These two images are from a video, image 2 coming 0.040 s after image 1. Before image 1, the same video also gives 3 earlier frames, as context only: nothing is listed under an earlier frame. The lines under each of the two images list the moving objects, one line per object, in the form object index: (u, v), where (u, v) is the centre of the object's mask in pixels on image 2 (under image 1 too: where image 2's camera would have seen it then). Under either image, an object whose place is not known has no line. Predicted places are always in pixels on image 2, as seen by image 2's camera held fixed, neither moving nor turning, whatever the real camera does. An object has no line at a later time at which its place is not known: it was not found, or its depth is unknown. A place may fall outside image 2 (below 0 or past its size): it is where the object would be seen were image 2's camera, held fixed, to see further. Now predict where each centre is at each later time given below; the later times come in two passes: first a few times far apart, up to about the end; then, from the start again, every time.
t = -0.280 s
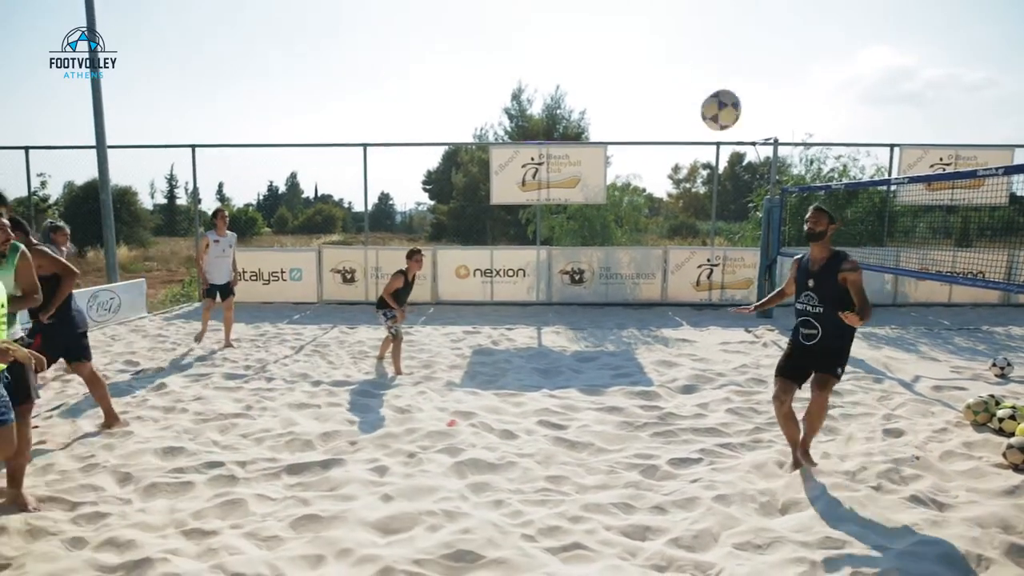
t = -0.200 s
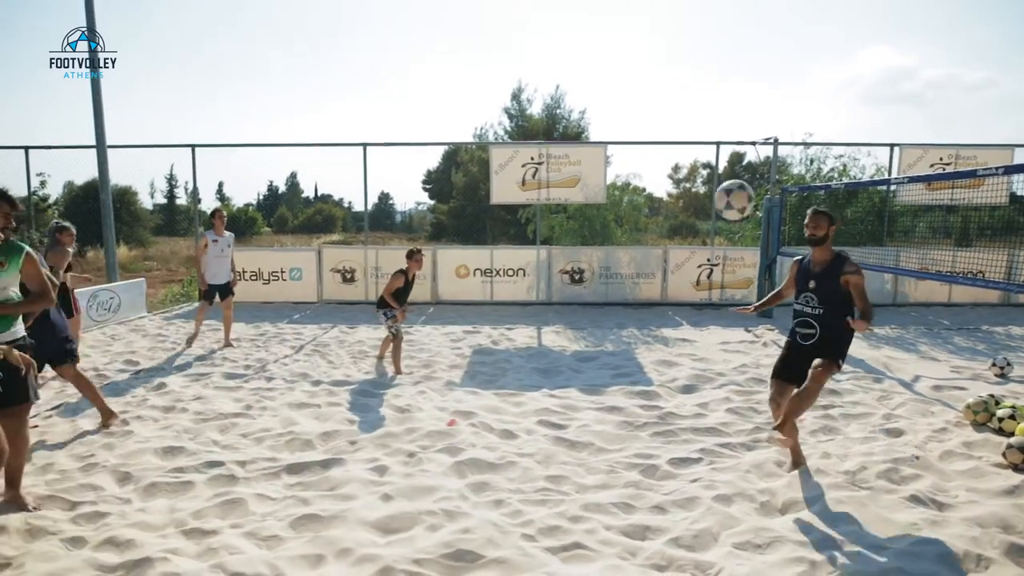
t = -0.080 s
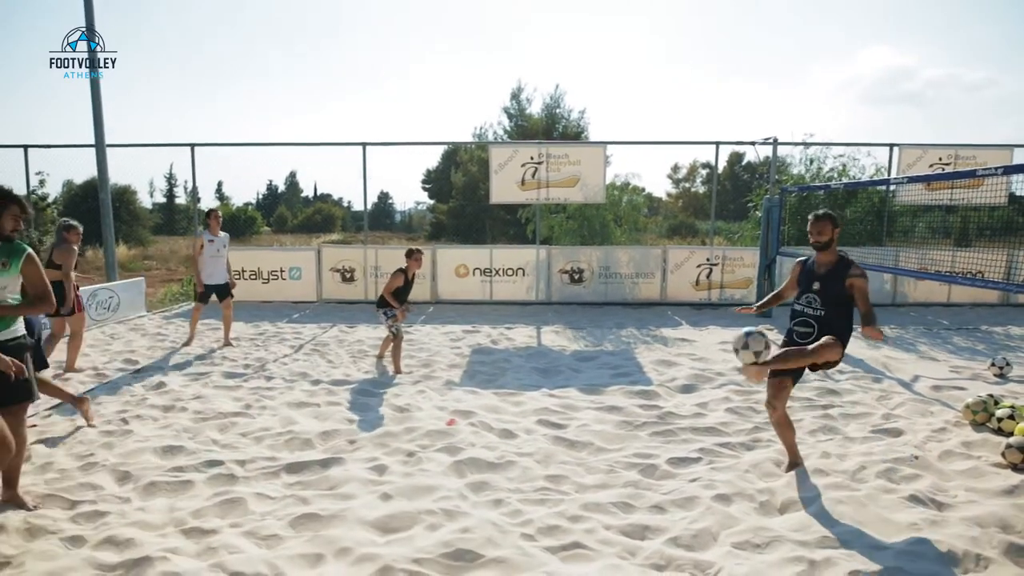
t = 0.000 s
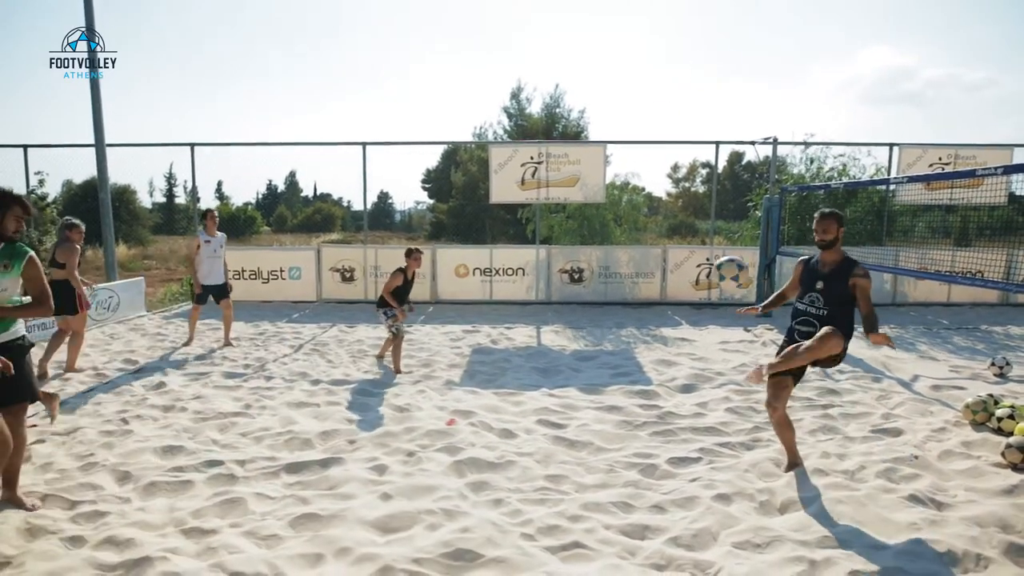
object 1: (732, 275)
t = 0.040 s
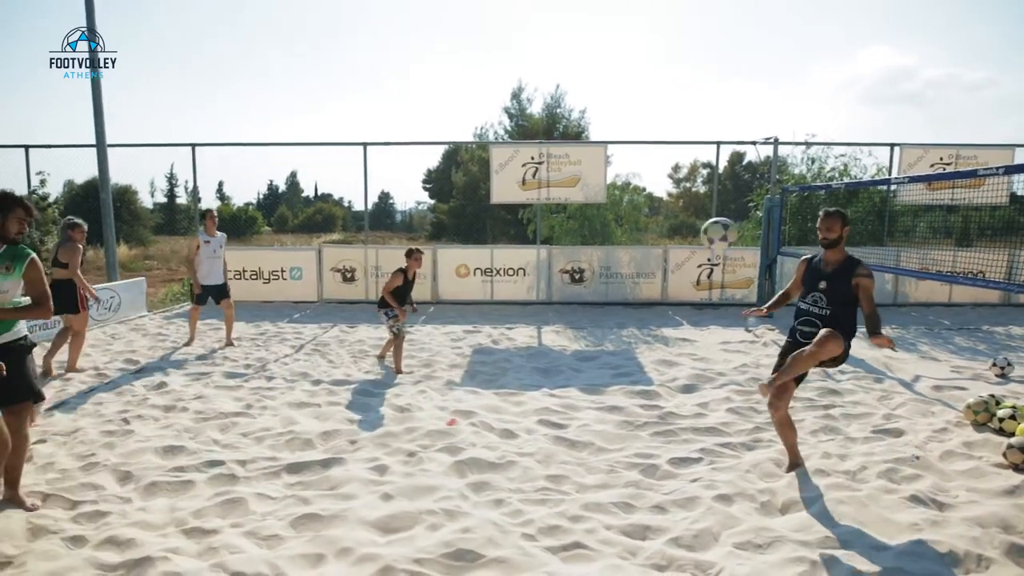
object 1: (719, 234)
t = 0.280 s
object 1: (650, 62)
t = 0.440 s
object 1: (607, 8)
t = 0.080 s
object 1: (707, 198)
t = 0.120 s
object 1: (695, 165)
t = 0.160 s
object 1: (684, 135)
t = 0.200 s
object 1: (672, 108)
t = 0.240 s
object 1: (661, 84)
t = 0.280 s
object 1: (650, 62)
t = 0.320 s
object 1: (639, 43)
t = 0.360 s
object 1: (628, 27)
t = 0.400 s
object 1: (618, 14)
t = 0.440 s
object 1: (607, 8)
